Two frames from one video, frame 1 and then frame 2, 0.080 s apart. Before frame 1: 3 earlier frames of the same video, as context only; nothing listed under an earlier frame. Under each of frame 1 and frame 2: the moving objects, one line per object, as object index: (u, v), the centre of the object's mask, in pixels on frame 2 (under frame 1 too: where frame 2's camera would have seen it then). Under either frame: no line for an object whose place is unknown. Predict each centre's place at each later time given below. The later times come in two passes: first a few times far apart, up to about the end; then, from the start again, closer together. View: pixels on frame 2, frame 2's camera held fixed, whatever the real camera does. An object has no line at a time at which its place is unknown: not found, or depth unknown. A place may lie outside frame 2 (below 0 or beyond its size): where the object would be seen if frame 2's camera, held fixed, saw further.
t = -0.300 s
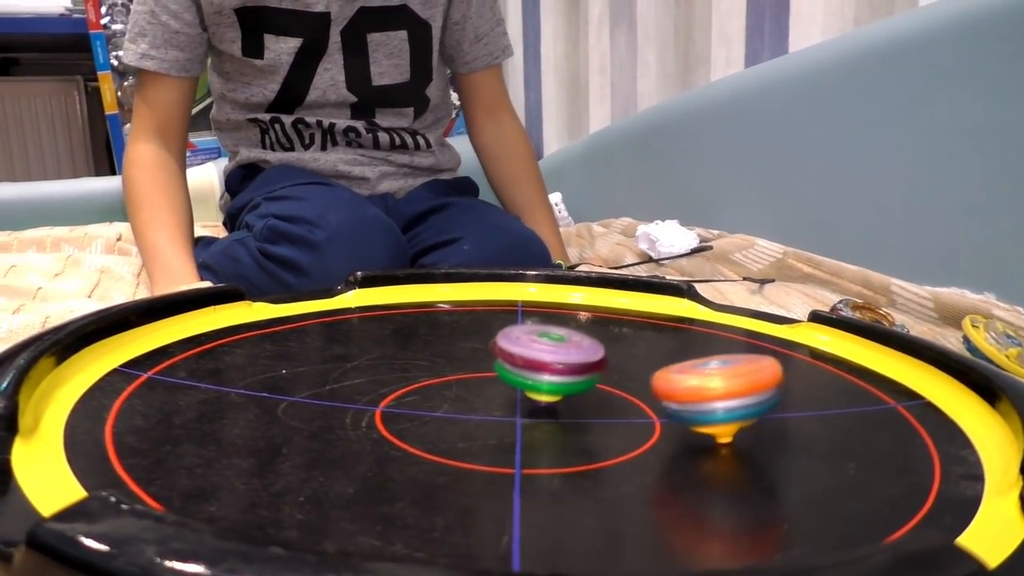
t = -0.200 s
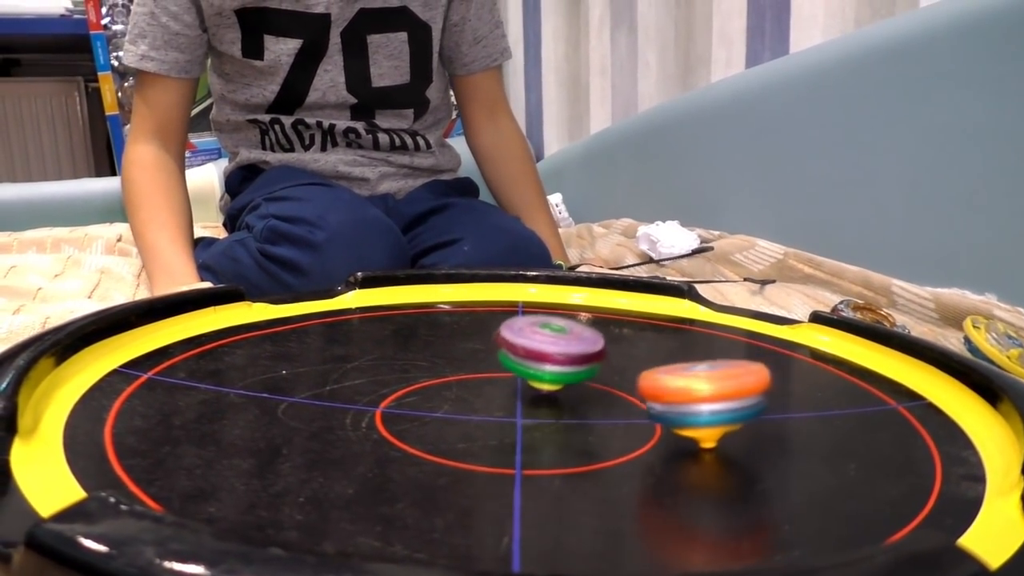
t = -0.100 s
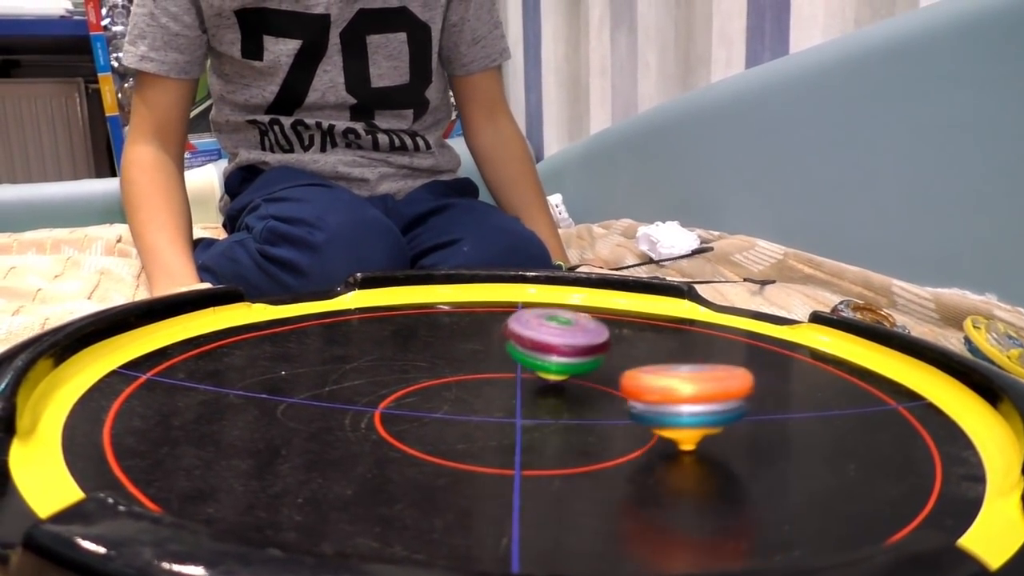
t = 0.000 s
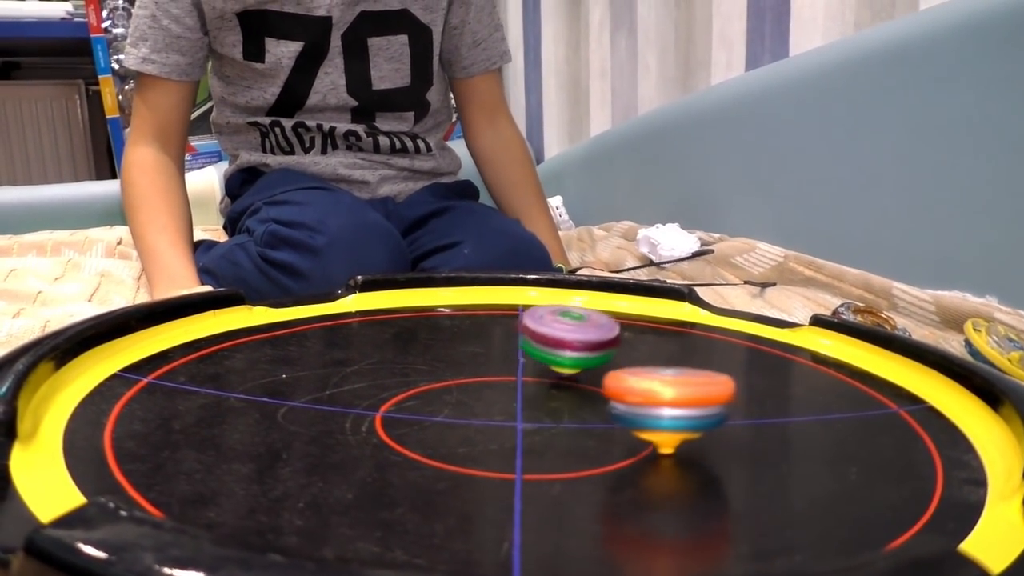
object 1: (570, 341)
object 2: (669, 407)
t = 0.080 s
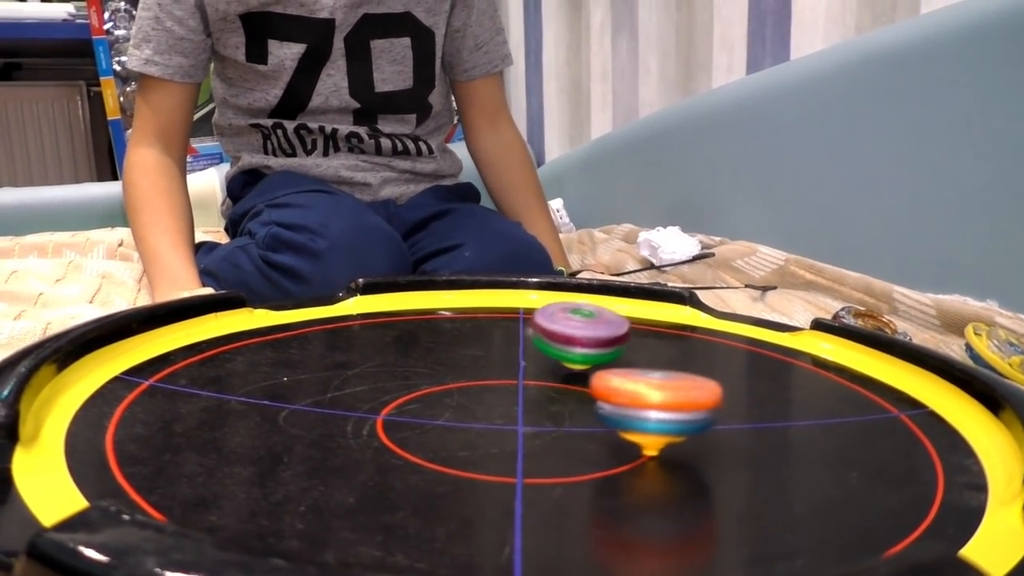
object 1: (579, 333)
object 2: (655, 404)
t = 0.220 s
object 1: (600, 323)
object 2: (632, 399)
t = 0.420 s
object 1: (641, 313)
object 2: (612, 386)
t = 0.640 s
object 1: (682, 309)
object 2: (611, 368)
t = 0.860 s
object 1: (719, 313)
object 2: (629, 353)
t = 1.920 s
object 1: (503, 436)
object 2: (601, 357)
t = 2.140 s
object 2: (596, 359)
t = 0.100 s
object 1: (582, 332)
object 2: (651, 404)
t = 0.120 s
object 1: (585, 331)
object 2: (648, 403)
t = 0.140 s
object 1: (587, 329)
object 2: (644, 403)
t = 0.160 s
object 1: (590, 327)
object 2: (640, 402)
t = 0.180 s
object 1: (593, 326)
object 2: (638, 401)
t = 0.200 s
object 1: (596, 325)
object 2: (635, 400)
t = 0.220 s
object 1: (600, 323)
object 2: (632, 399)
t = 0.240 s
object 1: (603, 322)
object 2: (630, 398)
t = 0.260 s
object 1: (607, 320)
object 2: (627, 397)
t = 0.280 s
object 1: (611, 319)
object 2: (624, 395)
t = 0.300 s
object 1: (615, 318)
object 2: (622, 394)
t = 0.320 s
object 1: (619, 317)
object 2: (620, 393)
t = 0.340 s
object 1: (623, 316)
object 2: (618, 392)
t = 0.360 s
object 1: (627, 315)
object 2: (617, 390)
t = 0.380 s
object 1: (632, 314)
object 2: (615, 389)
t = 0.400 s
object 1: (636, 313)
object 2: (613, 387)
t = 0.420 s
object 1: (641, 313)
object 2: (612, 386)
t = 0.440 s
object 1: (645, 312)
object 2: (611, 384)
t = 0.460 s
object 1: (649, 312)
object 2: (609, 382)
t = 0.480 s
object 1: (653, 311)
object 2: (609, 381)
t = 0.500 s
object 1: (656, 311)
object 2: (608, 379)
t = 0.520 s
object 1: (659, 310)
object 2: (608, 378)
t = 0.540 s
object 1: (663, 310)
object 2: (608, 376)
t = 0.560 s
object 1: (666, 310)
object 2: (608, 374)
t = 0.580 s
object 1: (670, 310)
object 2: (608, 373)
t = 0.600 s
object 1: (674, 310)
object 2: (609, 371)
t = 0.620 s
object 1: (678, 310)
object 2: (610, 370)
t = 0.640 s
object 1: (682, 309)
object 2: (611, 368)
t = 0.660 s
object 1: (686, 309)
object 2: (611, 366)
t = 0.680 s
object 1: (689, 309)
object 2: (612, 365)
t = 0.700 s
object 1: (693, 310)
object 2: (613, 363)
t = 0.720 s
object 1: (696, 309)
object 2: (615, 362)
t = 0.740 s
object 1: (699, 310)
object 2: (617, 361)
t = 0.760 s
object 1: (702, 310)
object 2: (618, 359)
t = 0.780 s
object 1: (706, 310)
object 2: (620, 358)
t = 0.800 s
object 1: (709, 311)
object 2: (623, 356)
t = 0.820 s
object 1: (713, 311)
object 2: (625, 356)
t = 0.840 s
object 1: (716, 312)
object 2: (627, 354)
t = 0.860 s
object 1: (719, 313)
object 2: (629, 353)
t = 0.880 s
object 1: (723, 313)
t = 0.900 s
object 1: (726, 314)
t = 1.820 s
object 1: (581, 436)
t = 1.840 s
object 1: (566, 437)
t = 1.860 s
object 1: (549, 437)
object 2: (603, 357)
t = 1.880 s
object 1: (534, 437)
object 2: (602, 357)
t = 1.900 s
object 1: (519, 436)
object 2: (602, 357)
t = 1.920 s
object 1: (503, 436)
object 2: (601, 357)
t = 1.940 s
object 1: (487, 436)
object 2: (601, 357)
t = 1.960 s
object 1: (474, 435)
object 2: (600, 358)
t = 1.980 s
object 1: (459, 434)
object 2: (600, 358)
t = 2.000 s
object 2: (599, 358)
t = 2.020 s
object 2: (599, 358)
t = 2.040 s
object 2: (598, 358)
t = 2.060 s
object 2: (597, 359)
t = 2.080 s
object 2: (597, 359)
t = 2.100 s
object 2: (596, 359)
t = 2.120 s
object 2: (596, 359)
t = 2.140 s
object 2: (596, 359)
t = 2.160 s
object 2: (595, 359)
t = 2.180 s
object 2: (594, 359)
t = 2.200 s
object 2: (594, 360)
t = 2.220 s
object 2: (593, 360)
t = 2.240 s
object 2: (593, 360)
